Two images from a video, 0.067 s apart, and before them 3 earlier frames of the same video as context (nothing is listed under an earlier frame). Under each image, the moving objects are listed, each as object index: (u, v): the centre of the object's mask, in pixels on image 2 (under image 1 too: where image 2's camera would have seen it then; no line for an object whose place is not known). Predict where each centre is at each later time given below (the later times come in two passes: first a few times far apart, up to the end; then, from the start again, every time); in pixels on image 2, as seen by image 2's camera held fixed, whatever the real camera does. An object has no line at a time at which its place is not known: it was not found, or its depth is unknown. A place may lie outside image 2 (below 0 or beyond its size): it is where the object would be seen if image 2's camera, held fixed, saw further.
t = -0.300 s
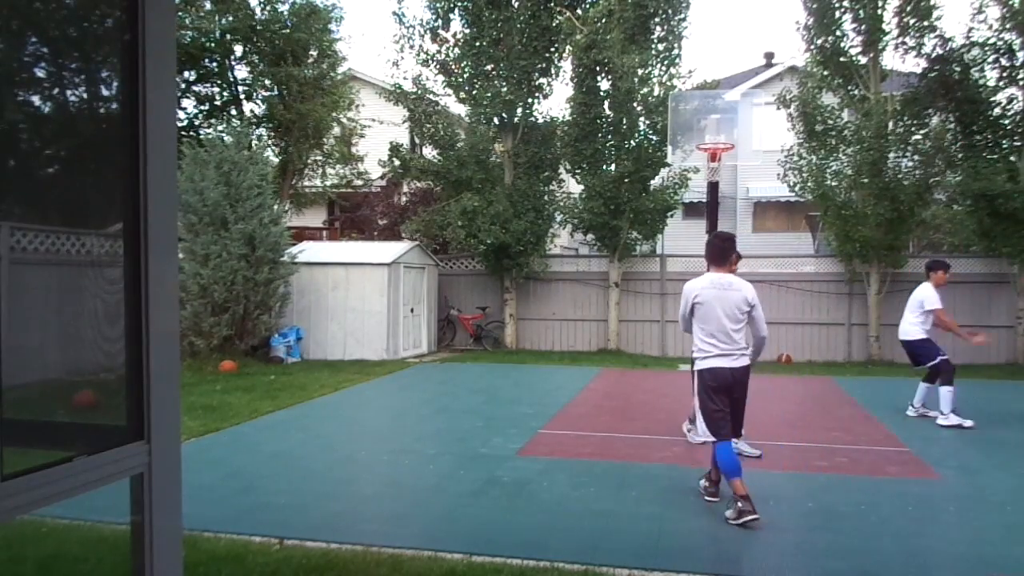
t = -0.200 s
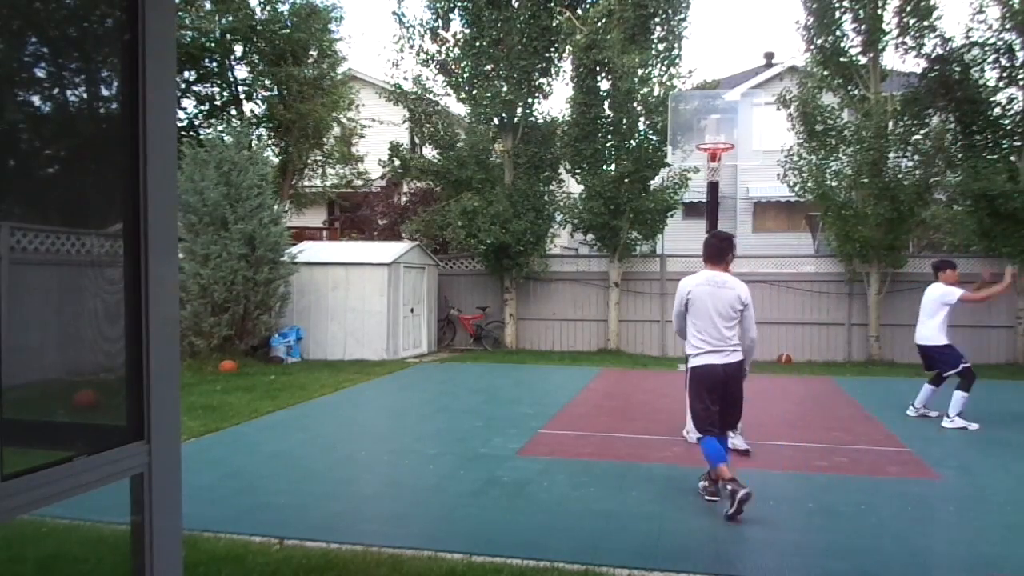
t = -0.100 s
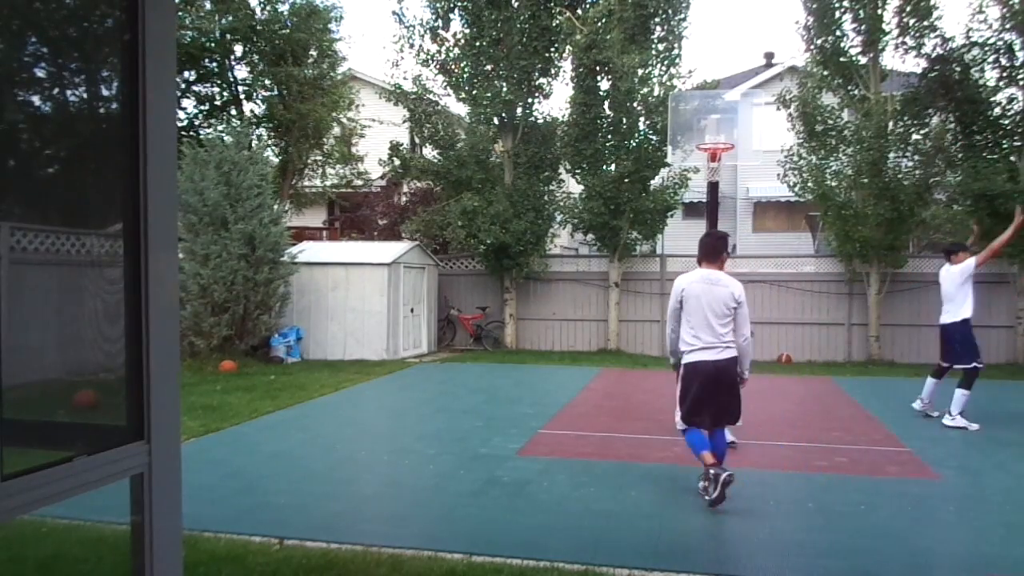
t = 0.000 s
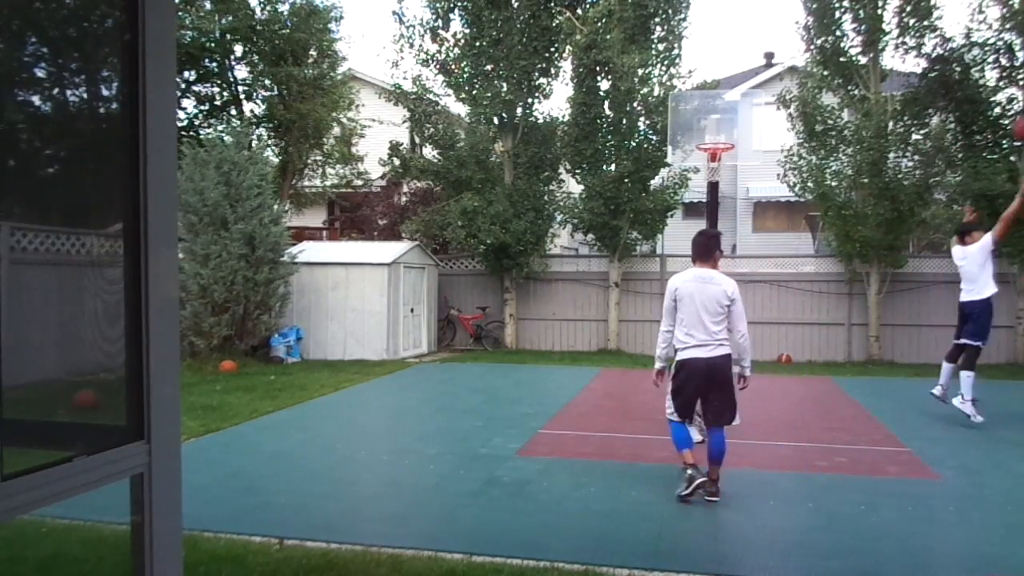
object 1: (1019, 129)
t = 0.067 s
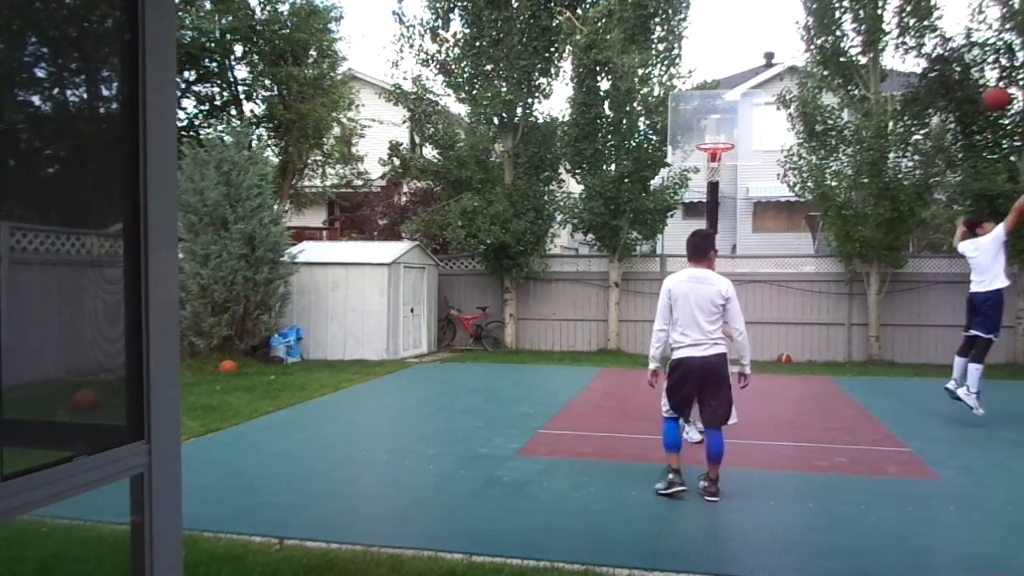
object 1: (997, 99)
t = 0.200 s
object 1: (939, 60)
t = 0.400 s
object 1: (865, 38)
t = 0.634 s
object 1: (790, 64)
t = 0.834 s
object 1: (737, 114)
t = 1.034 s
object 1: (708, 160)
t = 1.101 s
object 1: (710, 152)
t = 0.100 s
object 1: (981, 88)
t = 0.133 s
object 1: (967, 76)
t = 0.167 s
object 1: (954, 66)
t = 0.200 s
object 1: (939, 60)
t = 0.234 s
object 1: (925, 53)
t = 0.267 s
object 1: (912, 48)
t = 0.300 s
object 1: (899, 44)
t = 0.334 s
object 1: (886, 41)
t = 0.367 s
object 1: (874, 40)
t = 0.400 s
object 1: (865, 38)
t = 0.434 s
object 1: (852, 40)
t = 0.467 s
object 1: (841, 41)
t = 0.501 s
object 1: (831, 43)
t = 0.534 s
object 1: (820, 47)
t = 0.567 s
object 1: (809, 52)
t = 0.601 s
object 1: (800, 57)
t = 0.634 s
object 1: (790, 64)
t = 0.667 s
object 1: (781, 70)
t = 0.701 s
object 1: (771, 77)
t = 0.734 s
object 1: (762, 85)
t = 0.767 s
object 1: (753, 94)
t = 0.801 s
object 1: (745, 104)
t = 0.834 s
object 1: (737, 114)
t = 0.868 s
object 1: (729, 124)
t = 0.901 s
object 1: (721, 135)
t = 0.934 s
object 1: (714, 144)
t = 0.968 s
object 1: (711, 153)
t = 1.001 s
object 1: (710, 158)
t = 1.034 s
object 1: (708, 160)
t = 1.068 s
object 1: (708, 155)
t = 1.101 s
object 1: (710, 152)
